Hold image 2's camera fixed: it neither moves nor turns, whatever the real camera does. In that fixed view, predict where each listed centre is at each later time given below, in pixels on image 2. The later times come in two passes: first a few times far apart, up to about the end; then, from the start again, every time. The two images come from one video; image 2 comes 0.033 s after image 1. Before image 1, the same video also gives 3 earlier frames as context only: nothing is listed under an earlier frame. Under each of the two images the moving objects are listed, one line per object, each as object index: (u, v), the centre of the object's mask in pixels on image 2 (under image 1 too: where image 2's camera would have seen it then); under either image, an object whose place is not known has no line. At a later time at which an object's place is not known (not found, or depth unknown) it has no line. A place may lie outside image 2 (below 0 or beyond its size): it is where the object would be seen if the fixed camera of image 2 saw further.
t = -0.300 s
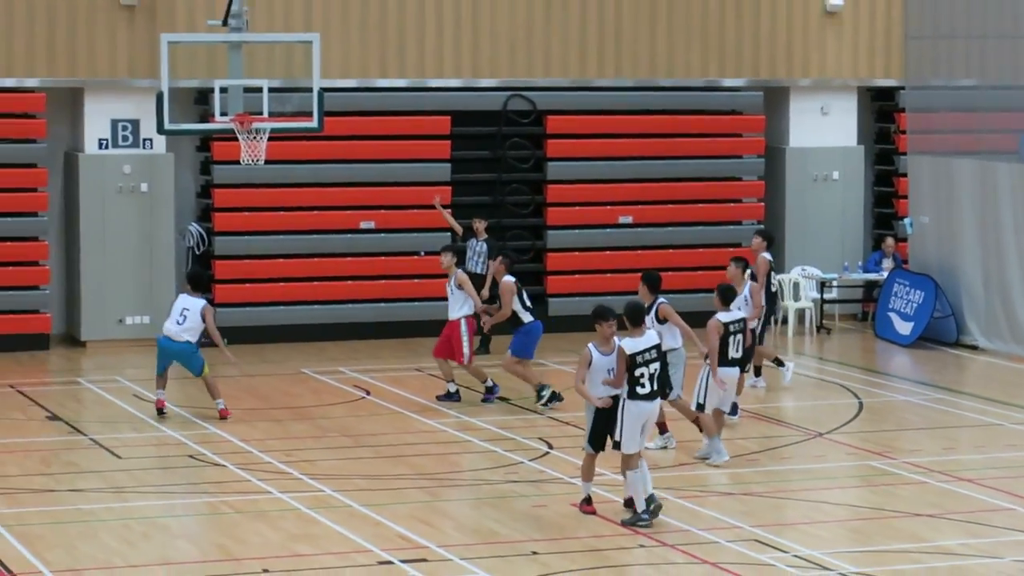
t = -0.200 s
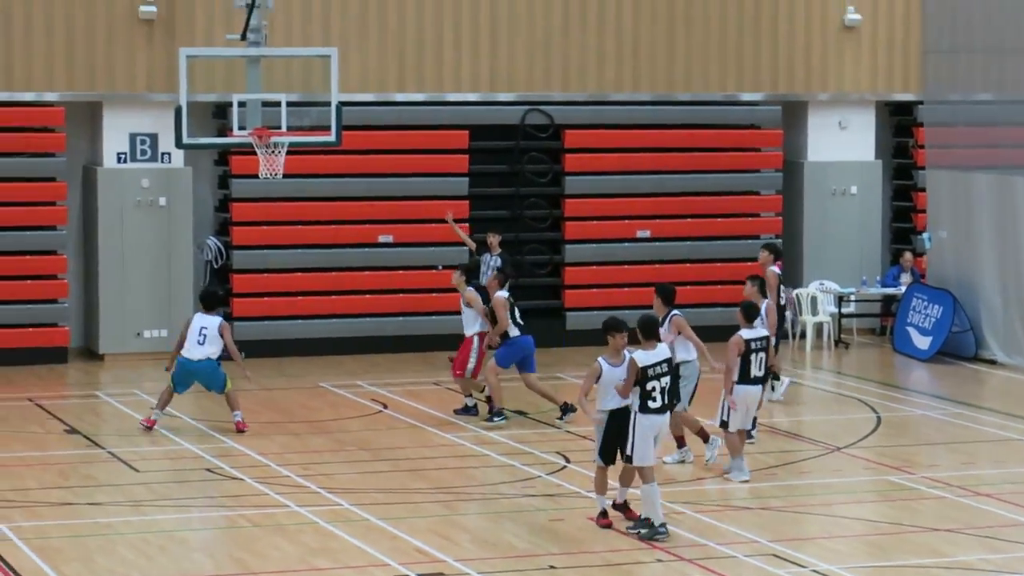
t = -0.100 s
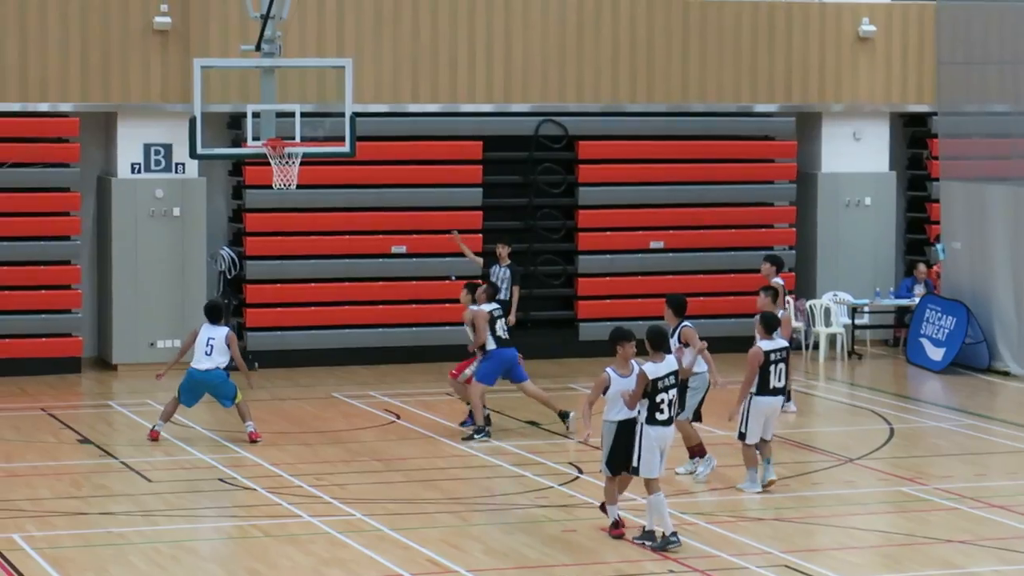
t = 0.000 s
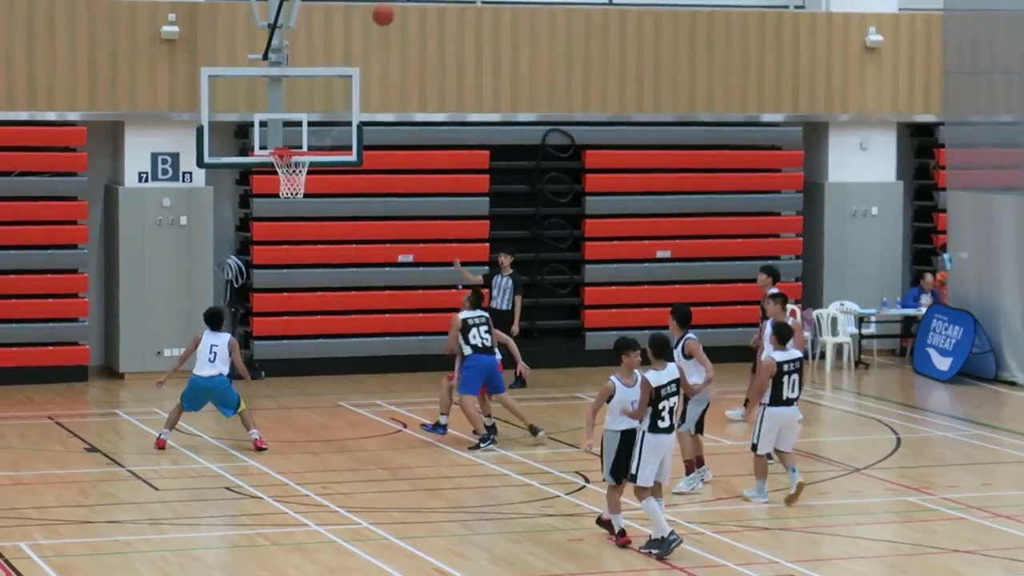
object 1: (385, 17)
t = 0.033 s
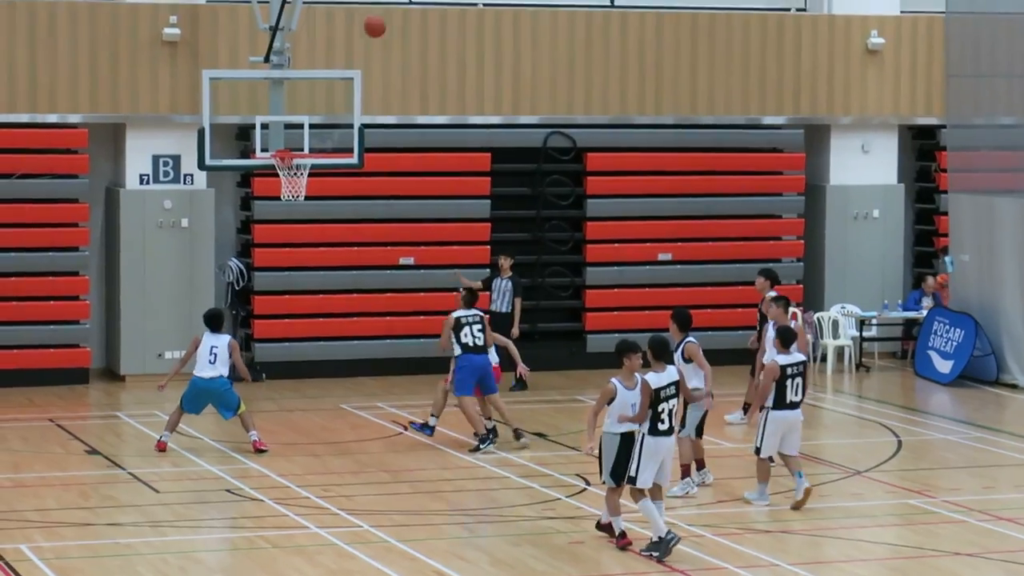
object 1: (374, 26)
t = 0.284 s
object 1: (305, 126)
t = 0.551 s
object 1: (259, 57)
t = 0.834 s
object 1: (216, 7)
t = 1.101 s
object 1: (175, 26)
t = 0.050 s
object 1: (370, 32)
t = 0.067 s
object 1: (365, 36)
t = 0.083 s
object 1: (360, 42)
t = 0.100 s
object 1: (355, 49)
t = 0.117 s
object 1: (351, 54)
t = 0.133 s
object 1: (346, 61)
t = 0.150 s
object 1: (341, 67)
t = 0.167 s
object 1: (335, 74)
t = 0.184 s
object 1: (331, 80)
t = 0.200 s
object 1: (327, 88)
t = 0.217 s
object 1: (323, 94)
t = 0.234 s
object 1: (318, 102)
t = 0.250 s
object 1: (314, 109)
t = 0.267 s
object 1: (309, 117)
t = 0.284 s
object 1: (305, 126)
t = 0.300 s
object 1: (300, 134)
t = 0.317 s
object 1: (295, 143)
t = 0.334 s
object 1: (293, 142)
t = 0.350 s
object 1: (291, 134)
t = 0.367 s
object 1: (288, 126)
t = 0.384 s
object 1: (284, 118)
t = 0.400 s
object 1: (282, 111)
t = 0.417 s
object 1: (280, 104)
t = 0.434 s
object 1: (278, 97)
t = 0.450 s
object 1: (275, 91)
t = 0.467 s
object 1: (272, 85)
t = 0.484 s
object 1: (270, 78)
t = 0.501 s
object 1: (267, 73)
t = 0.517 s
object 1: (265, 67)
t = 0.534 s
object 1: (262, 62)
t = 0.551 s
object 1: (259, 57)
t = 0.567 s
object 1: (257, 52)
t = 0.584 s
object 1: (254, 46)
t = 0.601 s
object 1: (252, 42)
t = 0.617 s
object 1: (249, 38)
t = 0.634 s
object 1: (246, 34)
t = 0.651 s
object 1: (244, 31)
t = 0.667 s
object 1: (241, 27)
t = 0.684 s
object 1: (238, 24)
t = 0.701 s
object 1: (236, 21)
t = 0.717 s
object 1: (233, 19)
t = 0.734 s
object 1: (231, 16)
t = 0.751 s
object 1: (229, 15)
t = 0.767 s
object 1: (226, 13)
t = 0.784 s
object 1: (224, 11)
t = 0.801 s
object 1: (221, 9)
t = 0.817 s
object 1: (219, 8)
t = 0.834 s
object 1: (216, 7)
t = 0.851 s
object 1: (213, 7)
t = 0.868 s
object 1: (210, 6)
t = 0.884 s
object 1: (209, 6)
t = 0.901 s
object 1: (206, 6)
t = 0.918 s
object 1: (204, 7)
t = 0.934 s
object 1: (201, 7)
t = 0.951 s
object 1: (198, 8)
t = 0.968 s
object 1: (196, 9)
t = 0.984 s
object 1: (194, 10)
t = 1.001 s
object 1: (191, 12)
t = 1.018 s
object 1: (188, 13)
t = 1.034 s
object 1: (185, 16)
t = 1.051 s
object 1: (183, 18)
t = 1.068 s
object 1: (180, 20)
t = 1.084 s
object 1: (178, 23)
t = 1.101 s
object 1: (175, 26)
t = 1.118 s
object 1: (172, 29)
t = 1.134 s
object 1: (170, 33)
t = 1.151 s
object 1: (167, 37)
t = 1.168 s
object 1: (164, 40)
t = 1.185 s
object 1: (162, 46)
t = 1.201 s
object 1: (159, 50)
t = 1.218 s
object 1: (156, 55)
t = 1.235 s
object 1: (153, 59)
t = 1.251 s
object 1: (151, 65)
